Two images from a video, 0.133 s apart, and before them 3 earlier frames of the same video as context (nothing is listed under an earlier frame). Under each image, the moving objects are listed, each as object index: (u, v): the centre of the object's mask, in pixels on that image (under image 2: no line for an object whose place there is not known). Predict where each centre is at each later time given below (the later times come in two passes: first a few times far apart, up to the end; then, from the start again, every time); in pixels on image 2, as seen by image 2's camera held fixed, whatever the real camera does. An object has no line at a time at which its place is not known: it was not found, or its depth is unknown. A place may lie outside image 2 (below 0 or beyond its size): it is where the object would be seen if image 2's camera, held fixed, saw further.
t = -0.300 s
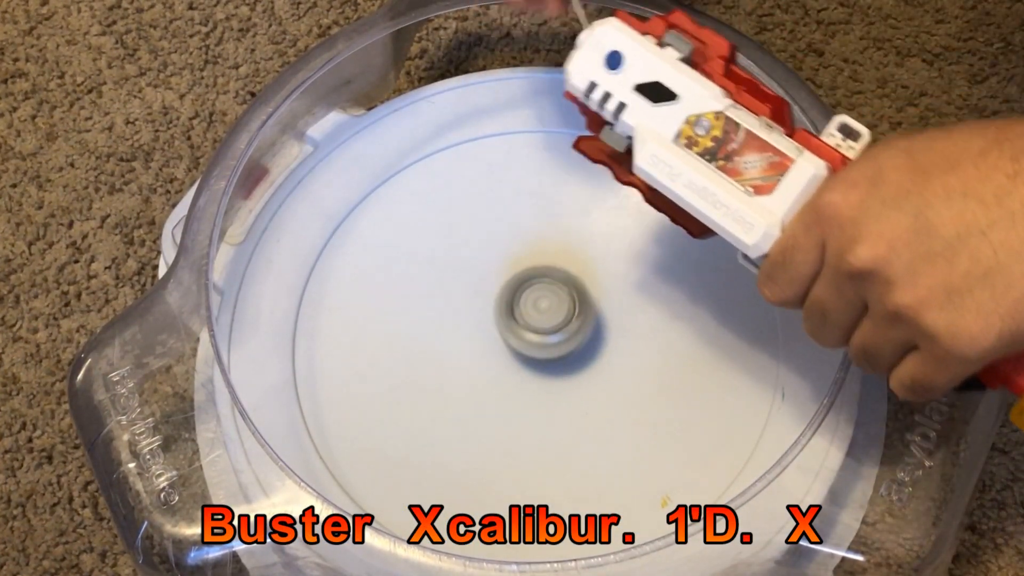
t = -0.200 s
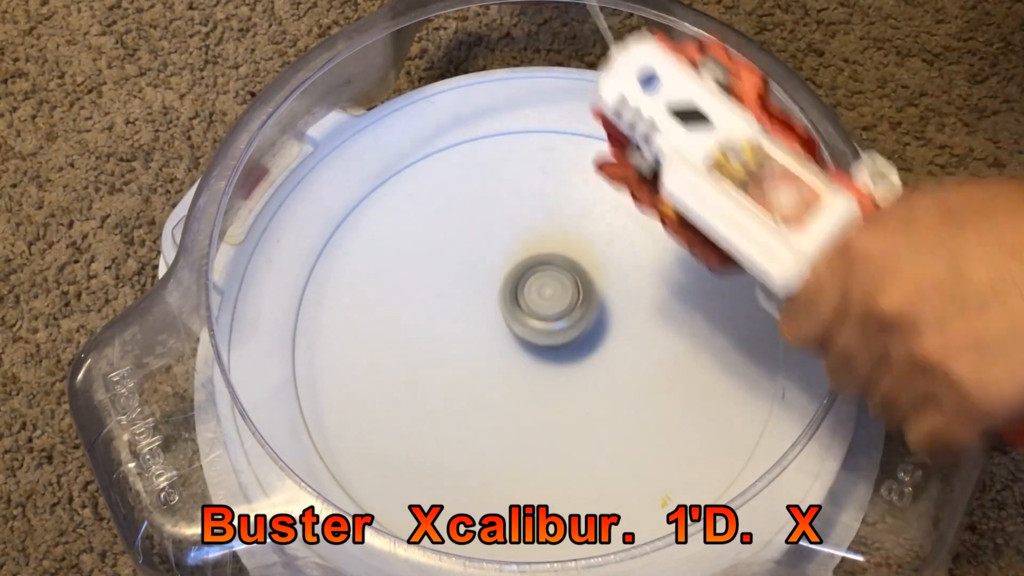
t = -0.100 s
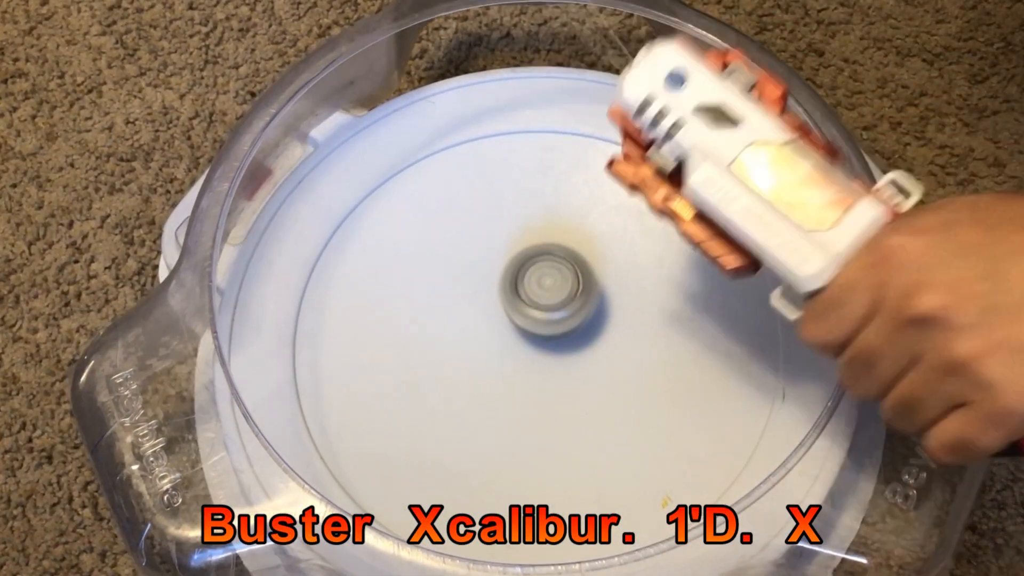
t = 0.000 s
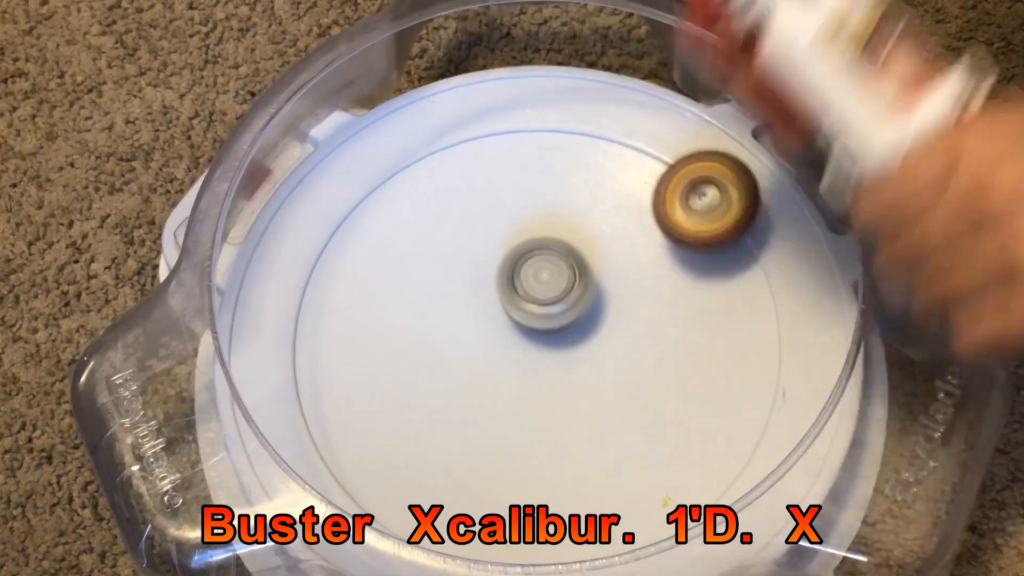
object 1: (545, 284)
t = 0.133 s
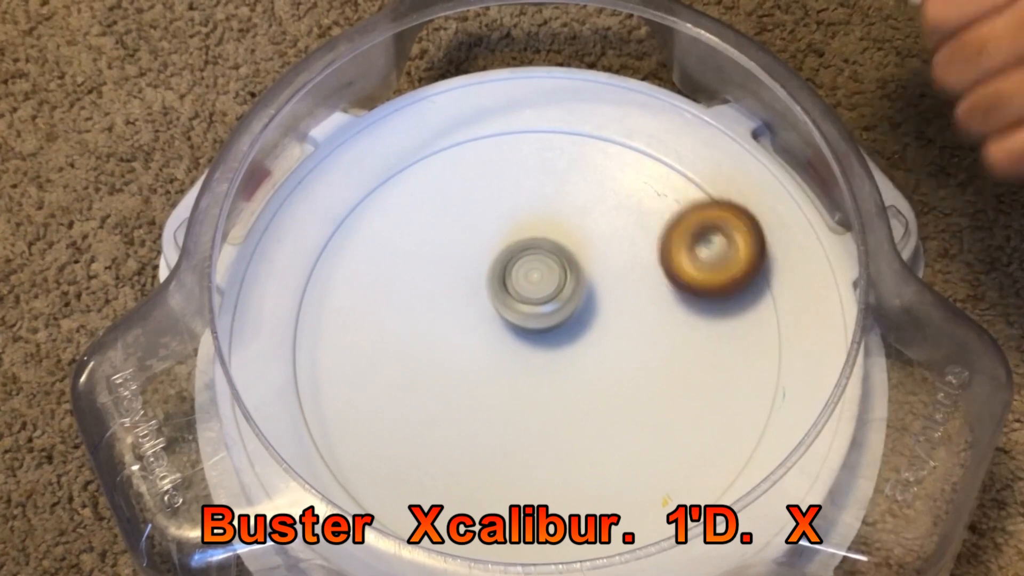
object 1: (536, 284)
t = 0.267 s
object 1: (532, 292)
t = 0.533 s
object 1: (543, 318)
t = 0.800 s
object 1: (569, 328)
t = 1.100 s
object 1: (353, 256)
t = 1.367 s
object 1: (360, 449)
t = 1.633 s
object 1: (576, 416)
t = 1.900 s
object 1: (488, 169)
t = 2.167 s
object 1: (386, 258)
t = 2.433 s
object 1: (569, 355)
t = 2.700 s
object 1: (685, 214)
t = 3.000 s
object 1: (513, 222)
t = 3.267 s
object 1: (550, 400)
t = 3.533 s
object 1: (690, 361)
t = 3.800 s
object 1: (574, 299)
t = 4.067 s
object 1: (653, 405)
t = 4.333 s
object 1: (643, 317)
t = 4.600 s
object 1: (527, 316)
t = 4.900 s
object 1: (494, 405)
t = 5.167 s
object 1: (558, 377)
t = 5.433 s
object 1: (525, 294)
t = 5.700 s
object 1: (457, 289)
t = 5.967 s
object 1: (515, 340)
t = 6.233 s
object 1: (521, 294)
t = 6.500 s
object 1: (515, 303)
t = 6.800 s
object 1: (530, 322)
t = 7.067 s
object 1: (545, 325)
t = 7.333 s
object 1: (560, 327)
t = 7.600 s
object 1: (550, 338)
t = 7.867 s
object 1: (539, 349)
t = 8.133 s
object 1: (533, 337)
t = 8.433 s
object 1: (538, 326)
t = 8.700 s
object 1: (534, 334)
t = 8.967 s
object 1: (529, 332)
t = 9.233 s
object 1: (525, 314)
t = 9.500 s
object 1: (529, 316)
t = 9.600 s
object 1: (536, 310)
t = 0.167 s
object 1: (535, 285)
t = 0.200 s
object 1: (533, 286)
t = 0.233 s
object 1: (533, 289)
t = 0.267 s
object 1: (532, 292)
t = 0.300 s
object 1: (532, 295)
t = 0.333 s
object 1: (532, 298)
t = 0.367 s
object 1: (533, 302)
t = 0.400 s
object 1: (533, 305)
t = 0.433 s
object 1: (535, 309)
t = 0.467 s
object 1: (537, 312)
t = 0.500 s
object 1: (539, 315)
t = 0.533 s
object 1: (543, 318)
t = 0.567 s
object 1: (545, 321)
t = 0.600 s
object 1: (549, 323)
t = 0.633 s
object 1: (552, 325)
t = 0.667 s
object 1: (555, 326)
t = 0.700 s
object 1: (559, 326)
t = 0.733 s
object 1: (563, 326)
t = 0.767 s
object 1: (566, 327)
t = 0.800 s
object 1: (569, 328)
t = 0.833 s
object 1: (571, 329)
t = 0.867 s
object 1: (572, 328)
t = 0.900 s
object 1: (545, 314)
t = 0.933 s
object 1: (506, 294)
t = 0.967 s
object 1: (470, 277)
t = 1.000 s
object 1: (435, 264)
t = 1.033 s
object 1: (405, 254)
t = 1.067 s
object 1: (378, 252)
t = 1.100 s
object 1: (353, 256)
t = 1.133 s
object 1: (334, 266)
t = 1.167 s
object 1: (317, 283)
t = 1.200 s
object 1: (304, 311)
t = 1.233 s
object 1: (303, 340)
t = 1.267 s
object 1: (309, 370)
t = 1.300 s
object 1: (322, 403)
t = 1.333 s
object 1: (340, 429)
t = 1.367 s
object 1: (360, 449)
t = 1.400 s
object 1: (385, 462)
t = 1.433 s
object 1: (414, 473)
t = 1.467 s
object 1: (446, 474)
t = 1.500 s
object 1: (477, 473)
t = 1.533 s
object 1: (508, 470)
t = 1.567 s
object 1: (543, 461)
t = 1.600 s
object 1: (569, 448)
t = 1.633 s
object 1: (576, 416)
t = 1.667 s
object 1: (569, 370)
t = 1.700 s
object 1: (563, 326)
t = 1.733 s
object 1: (555, 285)
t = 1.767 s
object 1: (547, 250)
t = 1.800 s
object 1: (537, 227)
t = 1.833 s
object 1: (524, 203)
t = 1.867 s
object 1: (507, 183)
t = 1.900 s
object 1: (488, 169)
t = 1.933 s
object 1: (465, 158)
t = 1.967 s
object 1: (441, 153)
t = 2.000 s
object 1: (420, 154)
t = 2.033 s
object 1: (404, 166)
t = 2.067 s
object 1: (394, 184)
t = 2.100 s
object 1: (385, 205)
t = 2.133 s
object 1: (383, 230)
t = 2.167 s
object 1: (386, 258)
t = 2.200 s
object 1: (395, 284)
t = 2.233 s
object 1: (411, 307)
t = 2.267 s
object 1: (433, 328)
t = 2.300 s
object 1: (458, 343)
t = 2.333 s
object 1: (483, 355)
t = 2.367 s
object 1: (511, 360)
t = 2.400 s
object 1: (539, 360)
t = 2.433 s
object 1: (569, 355)
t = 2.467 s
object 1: (600, 346)
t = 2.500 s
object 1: (628, 333)
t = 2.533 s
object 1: (651, 318)
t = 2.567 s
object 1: (665, 303)
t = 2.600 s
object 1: (681, 281)
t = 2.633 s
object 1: (689, 255)
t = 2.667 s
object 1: (689, 231)
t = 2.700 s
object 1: (685, 214)
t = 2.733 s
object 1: (678, 197)
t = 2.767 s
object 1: (663, 181)
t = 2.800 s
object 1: (644, 169)
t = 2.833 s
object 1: (620, 164)
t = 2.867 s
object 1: (596, 163)
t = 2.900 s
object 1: (572, 170)
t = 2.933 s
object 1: (550, 183)
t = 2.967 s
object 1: (529, 200)
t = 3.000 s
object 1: (513, 222)
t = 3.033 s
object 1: (504, 242)
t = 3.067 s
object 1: (497, 267)
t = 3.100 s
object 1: (494, 292)
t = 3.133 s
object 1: (497, 318)
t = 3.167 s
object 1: (506, 344)
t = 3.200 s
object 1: (518, 365)
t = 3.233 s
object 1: (533, 384)
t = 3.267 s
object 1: (550, 400)
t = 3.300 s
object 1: (574, 413)
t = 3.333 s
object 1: (597, 422)
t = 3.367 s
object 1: (617, 423)
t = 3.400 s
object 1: (639, 419)
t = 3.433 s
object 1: (660, 409)
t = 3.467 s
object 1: (674, 397)
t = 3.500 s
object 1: (684, 381)
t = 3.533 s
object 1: (690, 361)
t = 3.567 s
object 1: (686, 343)
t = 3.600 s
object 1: (681, 330)
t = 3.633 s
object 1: (665, 313)
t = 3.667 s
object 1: (648, 301)
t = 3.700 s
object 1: (630, 297)
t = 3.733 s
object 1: (613, 294)
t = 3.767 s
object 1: (594, 295)
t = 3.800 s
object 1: (574, 299)
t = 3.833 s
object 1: (555, 307)
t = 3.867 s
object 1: (538, 316)
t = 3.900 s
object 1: (526, 330)
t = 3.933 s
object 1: (553, 351)
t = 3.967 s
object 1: (587, 371)
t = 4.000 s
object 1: (615, 386)
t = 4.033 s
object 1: (640, 400)
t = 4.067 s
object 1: (653, 405)
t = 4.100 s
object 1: (665, 406)
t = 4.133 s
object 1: (671, 400)
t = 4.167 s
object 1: (672, 388)
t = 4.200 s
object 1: (674, 375)
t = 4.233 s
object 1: (668, 357)
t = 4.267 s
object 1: (664, 342)
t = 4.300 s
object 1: (652, 329)
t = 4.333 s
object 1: (643, 317)
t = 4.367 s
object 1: (630, 307)
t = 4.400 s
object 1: (621, 300)
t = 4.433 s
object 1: (610, 296)
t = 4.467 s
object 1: (596, 295)
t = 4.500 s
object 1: (578, 297)
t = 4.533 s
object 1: (562, 301)
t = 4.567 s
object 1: (543, 308)
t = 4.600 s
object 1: (527, 316)
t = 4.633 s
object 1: (511, 325)
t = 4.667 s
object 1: (498, 336)
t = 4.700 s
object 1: (487, 348)
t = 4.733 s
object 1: (478, 360)
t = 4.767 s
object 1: (472, 373)
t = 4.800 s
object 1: (471, 383)
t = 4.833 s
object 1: (475, 394)
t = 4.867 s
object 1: (483, 400)
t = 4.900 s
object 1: (494, 405)
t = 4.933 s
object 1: (504, 405)
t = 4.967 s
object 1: (517, 405)
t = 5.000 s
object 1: (525, 400)
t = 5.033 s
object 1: (534, 397)
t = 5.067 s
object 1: (542, 391)
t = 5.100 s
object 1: (548, 388)
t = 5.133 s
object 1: (554, 382)
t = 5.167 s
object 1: (558, 377)
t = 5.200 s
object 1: (558, 373)
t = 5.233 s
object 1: (556, 363)
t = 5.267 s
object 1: (554, 355)
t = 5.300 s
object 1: (548, 338)
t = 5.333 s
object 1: (548, 324)
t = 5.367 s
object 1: (542, 315)
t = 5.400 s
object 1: (532, 302)
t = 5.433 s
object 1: (525, 294)
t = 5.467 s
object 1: (513, 286)
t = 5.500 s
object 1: (505, 280)
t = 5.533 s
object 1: (490, 279)
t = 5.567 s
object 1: (474, 276)
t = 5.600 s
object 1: (463, 277)
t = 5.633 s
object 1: (457, 280)
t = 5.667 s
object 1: (455, 283)
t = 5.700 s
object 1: (457, 289)
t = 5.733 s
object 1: (461, 293)
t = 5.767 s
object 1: (469, 299)
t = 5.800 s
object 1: (478, 308)
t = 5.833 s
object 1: (485, 315)
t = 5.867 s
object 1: (494, 322)
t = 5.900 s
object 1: (503, 333)
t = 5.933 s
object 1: (508, 338)
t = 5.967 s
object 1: (515, 340)
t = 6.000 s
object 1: (524, 340)
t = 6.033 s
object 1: (532, 336)
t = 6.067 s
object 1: (536, 331)
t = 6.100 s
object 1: (532, 321)
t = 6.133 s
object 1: (527, 308)
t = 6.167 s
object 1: (524, 299)
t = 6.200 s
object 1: (523, 295)
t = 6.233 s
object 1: (521, 294)
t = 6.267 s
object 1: (519, 291)
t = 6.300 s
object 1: (518, 292)
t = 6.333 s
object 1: (518, 293)
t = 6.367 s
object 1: (517, 294)
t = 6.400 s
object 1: (517, 296)
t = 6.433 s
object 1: (516, 298)
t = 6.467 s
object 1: (516, 301)
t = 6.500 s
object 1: (515, 303)
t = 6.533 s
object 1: (514, 304)
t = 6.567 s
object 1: (515, 305)
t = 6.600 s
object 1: (516, 307)
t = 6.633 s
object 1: (517, 309)
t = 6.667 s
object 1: (519, 312)
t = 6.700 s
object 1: (521, 314)
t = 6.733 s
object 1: (523, 317)
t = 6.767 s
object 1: (527, 319)
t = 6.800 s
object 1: (530, 322)
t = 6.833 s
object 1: (532, 324)
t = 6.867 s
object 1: (533, 325)
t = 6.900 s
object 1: (536, 326)
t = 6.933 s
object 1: (538, 326)
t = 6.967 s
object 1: (540, 326)
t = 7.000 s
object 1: (542, 326)
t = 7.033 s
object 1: (543, 326)
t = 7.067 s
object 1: (545, 325)
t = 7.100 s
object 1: (547, 325)
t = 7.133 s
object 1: (549, 324)
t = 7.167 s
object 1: (552, 324)
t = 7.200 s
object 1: (555, 324)
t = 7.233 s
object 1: (557, 325)
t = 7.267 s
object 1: (559, 325)
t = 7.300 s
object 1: (560, 326)
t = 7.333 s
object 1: (560, 327)
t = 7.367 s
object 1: (559, 328)
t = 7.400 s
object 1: (559, 329)
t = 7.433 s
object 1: (558, 331)
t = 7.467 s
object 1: (557, 333)
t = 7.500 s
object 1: (555, 335)
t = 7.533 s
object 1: (553, 336)
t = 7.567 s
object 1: (551, 337)
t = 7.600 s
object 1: (550, 338)
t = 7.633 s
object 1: (548, 339)
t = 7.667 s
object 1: (546, 339)
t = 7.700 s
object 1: (544, 339)
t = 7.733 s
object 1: (542, 338)
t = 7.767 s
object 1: (540, 340)
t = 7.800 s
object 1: (540, 345)
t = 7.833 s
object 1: (540, 348)
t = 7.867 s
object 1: (539, 349)
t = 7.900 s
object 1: (538, 350)
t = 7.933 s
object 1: (537, 350)
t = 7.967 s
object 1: (536, 349)
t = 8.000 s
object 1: (534, 348)
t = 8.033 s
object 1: (534, 346)
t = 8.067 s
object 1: (533, 343)
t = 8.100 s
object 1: (533, 340)
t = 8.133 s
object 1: (533, 337)
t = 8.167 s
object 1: (534, 333)
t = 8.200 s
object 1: (534, 330)
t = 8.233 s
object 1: (535, 328)
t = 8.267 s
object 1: (534, 328)
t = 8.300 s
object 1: (534, 328)
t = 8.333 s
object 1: (534, 328)
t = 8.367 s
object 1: (535, 327)
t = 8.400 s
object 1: (537, 326)
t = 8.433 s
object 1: (538, 326)
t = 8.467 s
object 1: (536, 327)
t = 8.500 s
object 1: (536, 327)
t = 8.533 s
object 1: (535, 328)
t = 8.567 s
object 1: (534, 329)
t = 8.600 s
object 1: (534, 331)
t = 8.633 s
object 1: (533, 332)
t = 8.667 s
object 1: (534, 333)
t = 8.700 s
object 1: (534, 334)
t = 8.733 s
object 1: (535, 336)
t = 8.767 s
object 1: (535, 337)
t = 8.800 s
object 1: (536, 338)
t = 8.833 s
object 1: (534, 338)
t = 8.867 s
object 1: (533, 336)
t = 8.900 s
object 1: (530, 334)
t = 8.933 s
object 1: (529, 333)
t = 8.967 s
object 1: (529, 332)
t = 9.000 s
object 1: (529, 331)
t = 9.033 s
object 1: (528, 330)
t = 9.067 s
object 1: (528, 330)
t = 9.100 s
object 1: (526, 326)
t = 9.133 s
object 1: (525, 321)
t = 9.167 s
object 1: (525, 318)
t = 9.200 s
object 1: (525, 315)
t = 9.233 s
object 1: (525, 314)
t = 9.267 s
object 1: (526, 313)
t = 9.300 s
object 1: (527, 313)
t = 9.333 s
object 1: (527, 314)
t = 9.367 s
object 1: (528, 314)
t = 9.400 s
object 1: (528, 314)
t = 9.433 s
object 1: (529, 314)
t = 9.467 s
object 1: (529, 315)
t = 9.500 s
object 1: (529, 316)
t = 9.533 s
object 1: (528, 317)
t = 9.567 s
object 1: (529, 317)
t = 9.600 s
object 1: (536, 310)
